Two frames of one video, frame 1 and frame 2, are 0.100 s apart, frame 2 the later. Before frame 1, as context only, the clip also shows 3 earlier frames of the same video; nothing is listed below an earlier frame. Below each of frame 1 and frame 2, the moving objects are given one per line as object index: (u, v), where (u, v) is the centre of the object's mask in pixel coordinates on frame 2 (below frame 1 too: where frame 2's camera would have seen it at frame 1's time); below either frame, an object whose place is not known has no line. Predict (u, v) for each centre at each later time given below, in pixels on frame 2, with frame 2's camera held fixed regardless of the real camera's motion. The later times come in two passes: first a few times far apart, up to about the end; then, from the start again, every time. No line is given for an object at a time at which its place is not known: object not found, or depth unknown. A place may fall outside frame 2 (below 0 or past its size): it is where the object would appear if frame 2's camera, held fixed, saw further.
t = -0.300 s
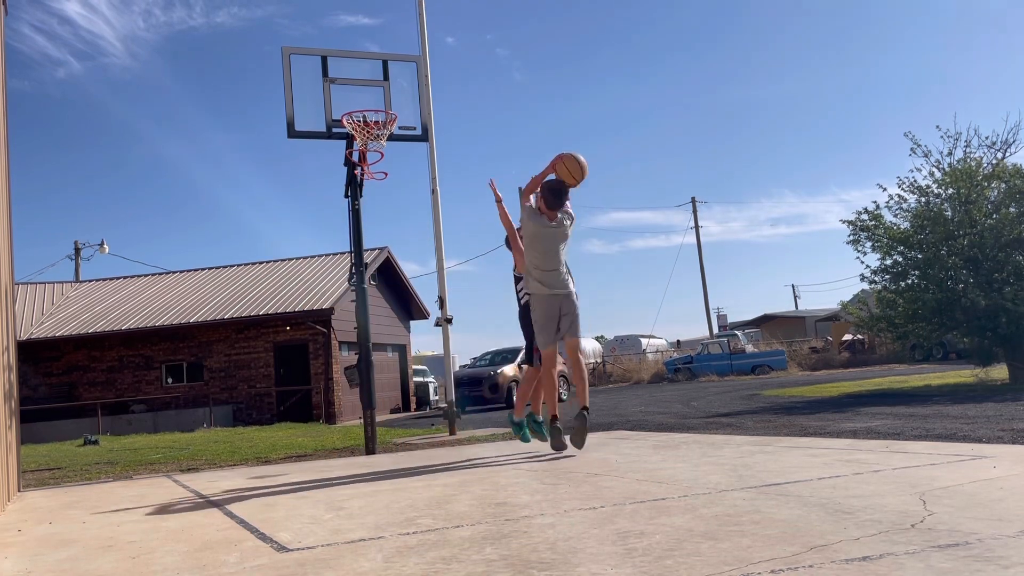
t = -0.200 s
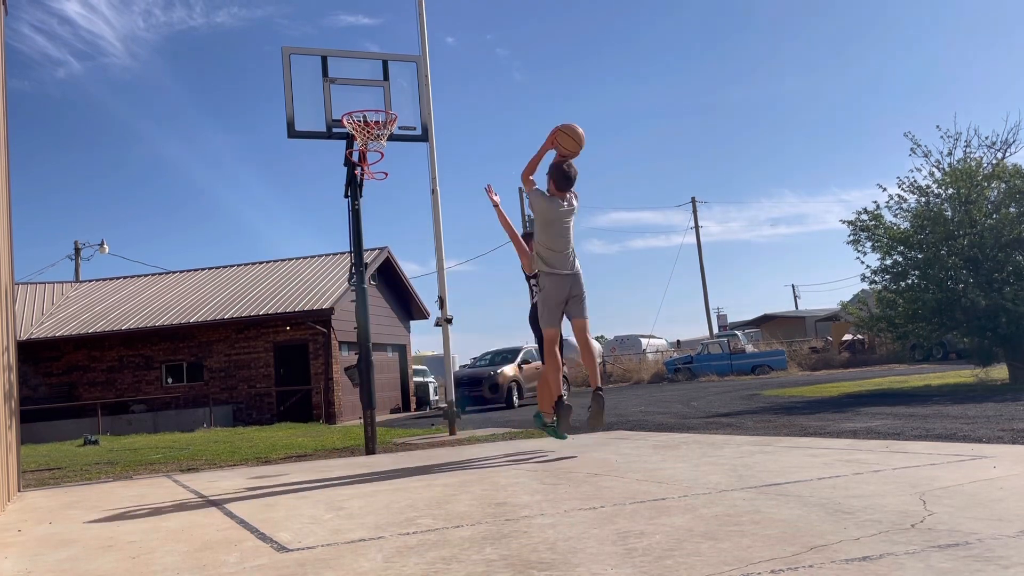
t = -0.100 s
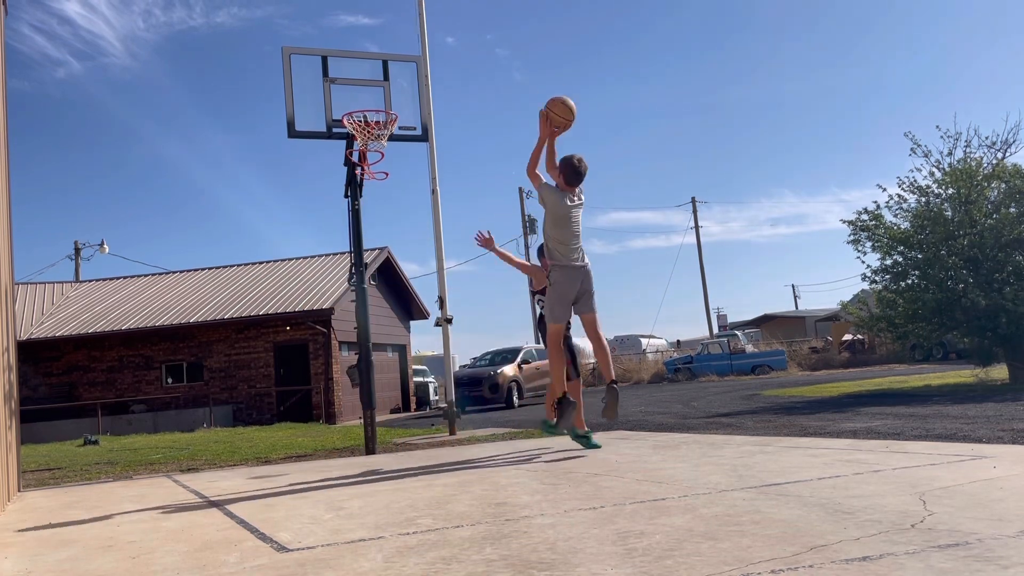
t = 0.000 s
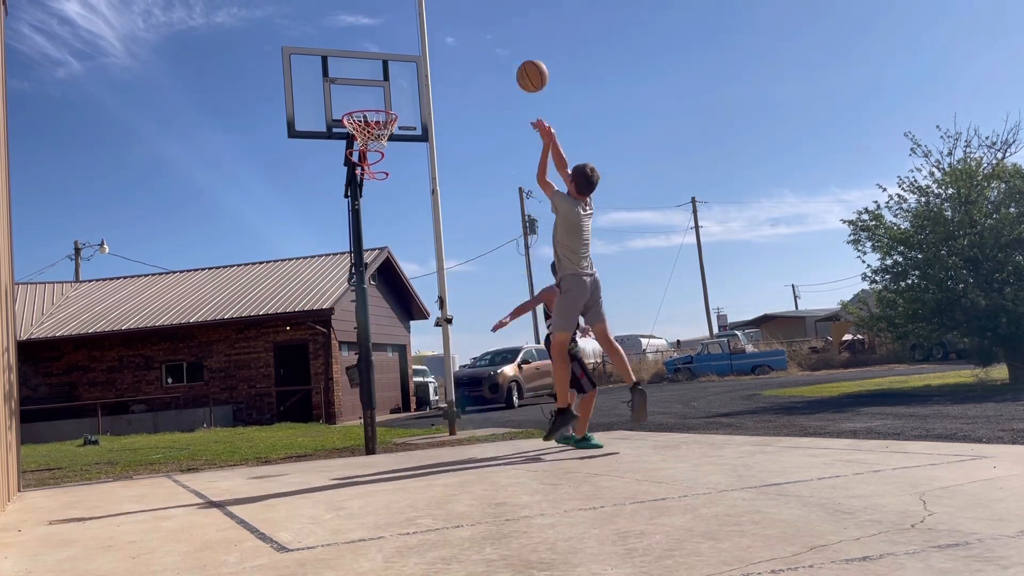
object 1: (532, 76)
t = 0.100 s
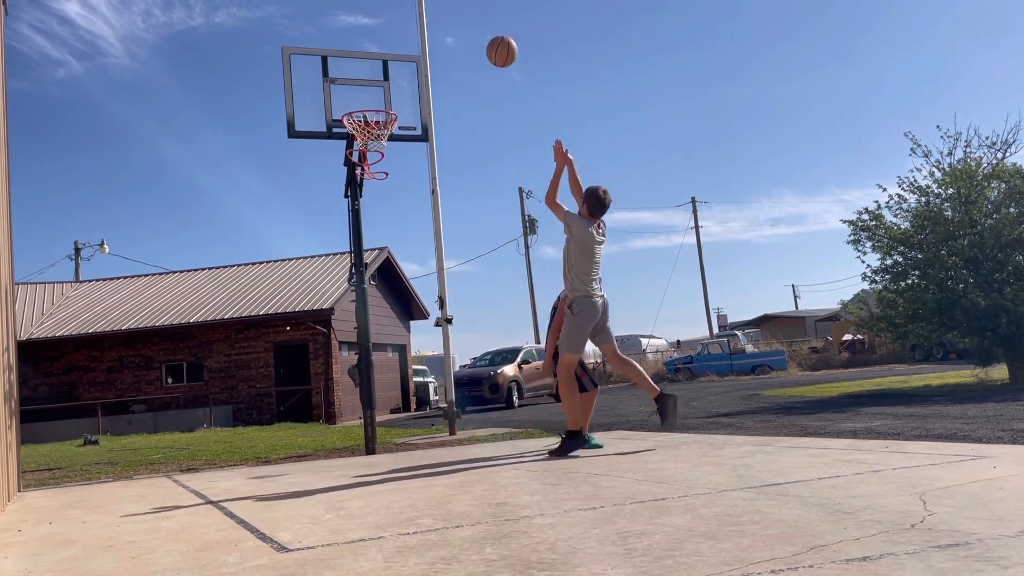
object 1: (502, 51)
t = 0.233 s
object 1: (465, 39)
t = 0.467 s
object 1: (413, 67)
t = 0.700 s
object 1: (371, 118)
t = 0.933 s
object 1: (360, 130)
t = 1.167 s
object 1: (375, 147)
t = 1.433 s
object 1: (382, 184)
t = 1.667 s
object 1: (393, 223)
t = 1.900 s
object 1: (409, 328)
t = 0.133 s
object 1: (492, 46)
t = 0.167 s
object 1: (483, 43)
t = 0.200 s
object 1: (474, 40)
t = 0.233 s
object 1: (465, 39)
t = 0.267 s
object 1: (457, 40)
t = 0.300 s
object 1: (449, 41)
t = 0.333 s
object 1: (441, 44)
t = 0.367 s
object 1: (434, 48)
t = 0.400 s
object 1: (427, 53)
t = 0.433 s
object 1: (419, 60)
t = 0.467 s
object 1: (413, 67)
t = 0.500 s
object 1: (406, 76)
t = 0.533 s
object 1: (399, 86)
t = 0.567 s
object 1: (393, 96)
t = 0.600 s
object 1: (387, 105)
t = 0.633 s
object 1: (380, 114)
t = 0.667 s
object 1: (375, 118)
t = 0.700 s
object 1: (371, 118)
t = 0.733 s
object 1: (366, 120)
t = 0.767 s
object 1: (358, 127)
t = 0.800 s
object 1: (354, 130)
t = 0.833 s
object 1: (354, 131)
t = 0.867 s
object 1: (356, 129)
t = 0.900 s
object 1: (357, 128)
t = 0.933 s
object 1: (360, 130)
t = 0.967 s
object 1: (363, 130)
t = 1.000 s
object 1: (366, 133)
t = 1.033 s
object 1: (369, 134)
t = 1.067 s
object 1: (371, 136)
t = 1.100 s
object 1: (373, 139)
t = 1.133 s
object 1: (374, 144)
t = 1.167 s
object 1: (375, 147)
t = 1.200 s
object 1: (376, 153)
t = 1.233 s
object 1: (377, 159)
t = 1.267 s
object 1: (378, 165)
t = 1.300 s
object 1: (379, 170)
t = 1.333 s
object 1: (380, 175)
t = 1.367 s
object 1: (380, 179)
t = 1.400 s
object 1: (381, 181)
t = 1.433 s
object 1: (382, 184)
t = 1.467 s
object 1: (383, 187)
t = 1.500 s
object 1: (384, 190)
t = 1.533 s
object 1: (386, 194)
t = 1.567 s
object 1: (388, 199)
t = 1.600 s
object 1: (389, 206)
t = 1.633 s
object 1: (391, 214)
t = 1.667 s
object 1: (393, 223)
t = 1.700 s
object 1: (395, 234)
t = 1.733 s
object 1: (397, 246)
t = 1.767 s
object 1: (399, 259)
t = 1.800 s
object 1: (402, 274)
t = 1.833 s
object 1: (404, 291)
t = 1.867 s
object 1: (407, 309)
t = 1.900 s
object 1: (409, 328)
